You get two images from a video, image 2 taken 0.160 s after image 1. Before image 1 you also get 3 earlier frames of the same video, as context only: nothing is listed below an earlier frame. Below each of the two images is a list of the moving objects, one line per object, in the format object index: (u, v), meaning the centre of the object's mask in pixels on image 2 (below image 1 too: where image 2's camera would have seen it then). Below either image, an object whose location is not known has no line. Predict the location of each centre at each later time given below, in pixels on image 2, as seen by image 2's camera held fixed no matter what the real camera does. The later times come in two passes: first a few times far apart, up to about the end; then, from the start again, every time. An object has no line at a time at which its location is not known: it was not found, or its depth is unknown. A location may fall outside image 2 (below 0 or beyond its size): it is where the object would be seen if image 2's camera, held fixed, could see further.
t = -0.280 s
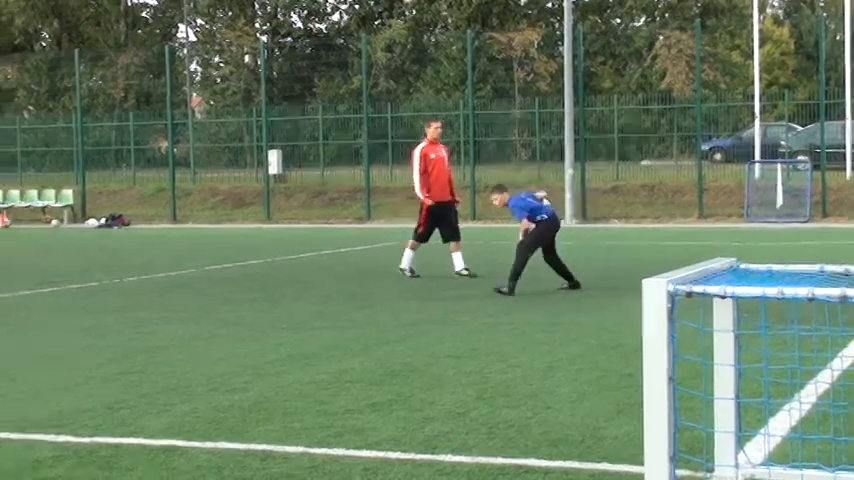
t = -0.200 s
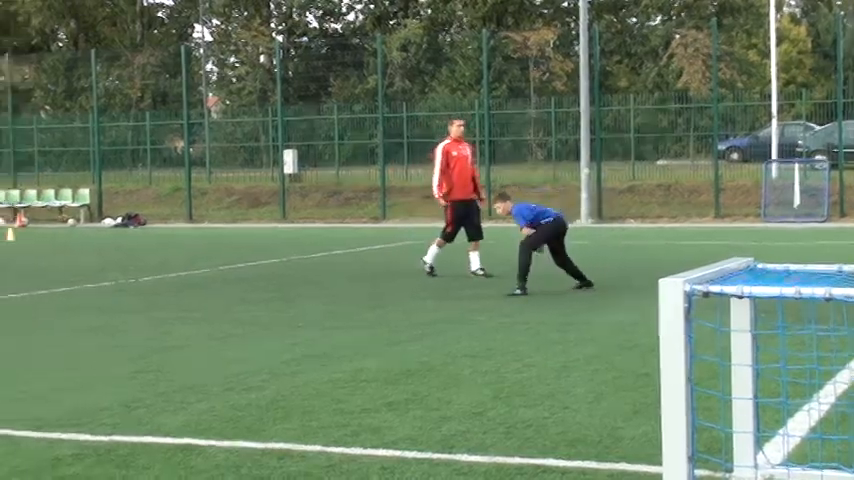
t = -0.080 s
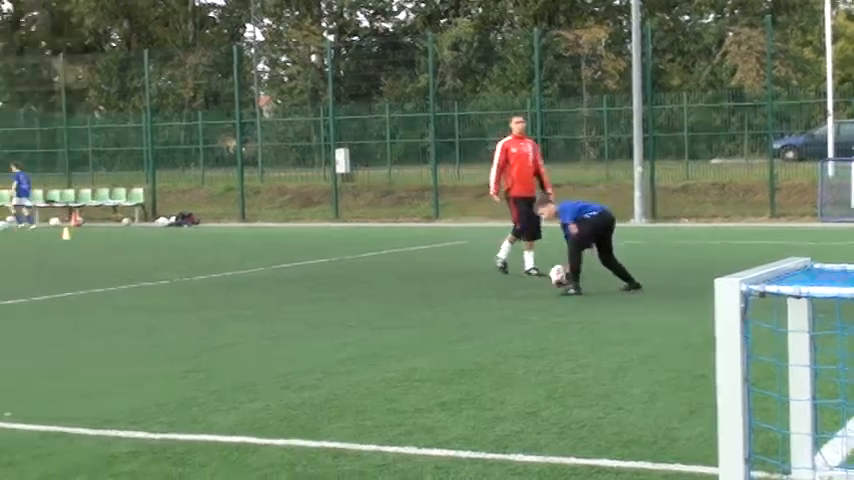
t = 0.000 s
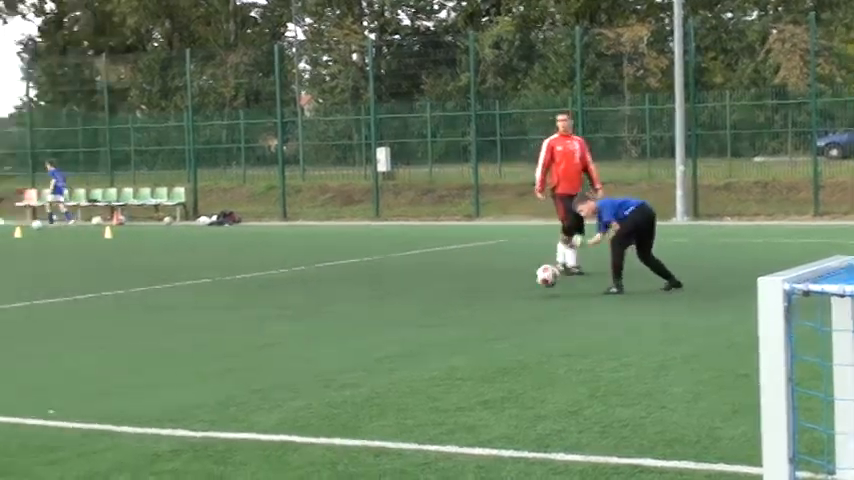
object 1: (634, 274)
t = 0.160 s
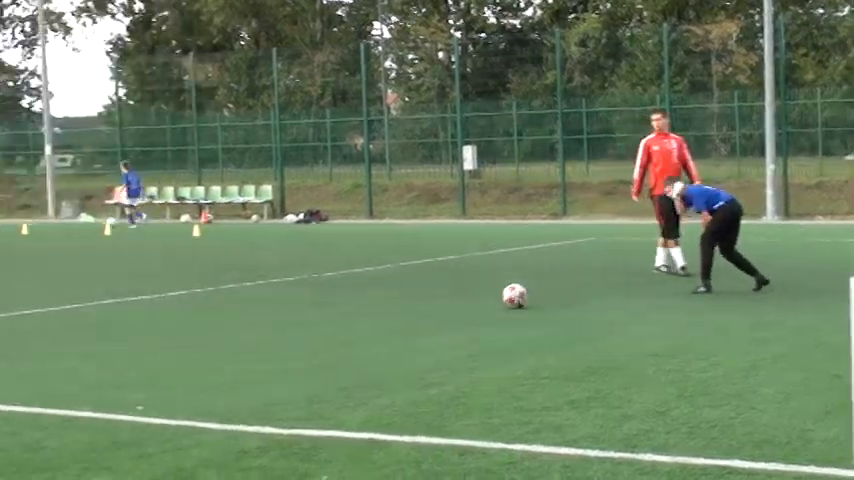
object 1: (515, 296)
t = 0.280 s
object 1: (431, 295)
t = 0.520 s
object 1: (258, 315)
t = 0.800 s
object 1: (39, 343)
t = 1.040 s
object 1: (-179, 365)
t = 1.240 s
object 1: (-392, 380)
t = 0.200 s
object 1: (486, 295)
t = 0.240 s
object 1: (459, 294)
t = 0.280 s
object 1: (431, 295)
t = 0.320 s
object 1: (401, 299)
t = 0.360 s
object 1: (372, 305)
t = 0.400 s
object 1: (343, 312)
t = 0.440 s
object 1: (315, 310)
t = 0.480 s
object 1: (288, 312)
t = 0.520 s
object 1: (258, 315)
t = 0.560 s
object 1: (230, 320)
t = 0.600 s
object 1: (201, 326)
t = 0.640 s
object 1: (169, 327)
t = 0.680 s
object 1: (137, 330)
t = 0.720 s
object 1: (105, 336)
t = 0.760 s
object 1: (72, 340)
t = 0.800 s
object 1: (39, 343)
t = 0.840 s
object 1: (4, 347)
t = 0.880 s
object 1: (-31, 351)
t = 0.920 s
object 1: (-66, 352)
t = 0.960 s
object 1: (-104, 354)
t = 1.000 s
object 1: (-141, 360)
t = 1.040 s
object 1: (-179, 365)
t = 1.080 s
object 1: (-220, 367)
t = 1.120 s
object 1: (-262, 374)
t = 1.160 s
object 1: (-303, 373)
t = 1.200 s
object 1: (-348, 375)
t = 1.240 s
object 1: (-392, 380)
